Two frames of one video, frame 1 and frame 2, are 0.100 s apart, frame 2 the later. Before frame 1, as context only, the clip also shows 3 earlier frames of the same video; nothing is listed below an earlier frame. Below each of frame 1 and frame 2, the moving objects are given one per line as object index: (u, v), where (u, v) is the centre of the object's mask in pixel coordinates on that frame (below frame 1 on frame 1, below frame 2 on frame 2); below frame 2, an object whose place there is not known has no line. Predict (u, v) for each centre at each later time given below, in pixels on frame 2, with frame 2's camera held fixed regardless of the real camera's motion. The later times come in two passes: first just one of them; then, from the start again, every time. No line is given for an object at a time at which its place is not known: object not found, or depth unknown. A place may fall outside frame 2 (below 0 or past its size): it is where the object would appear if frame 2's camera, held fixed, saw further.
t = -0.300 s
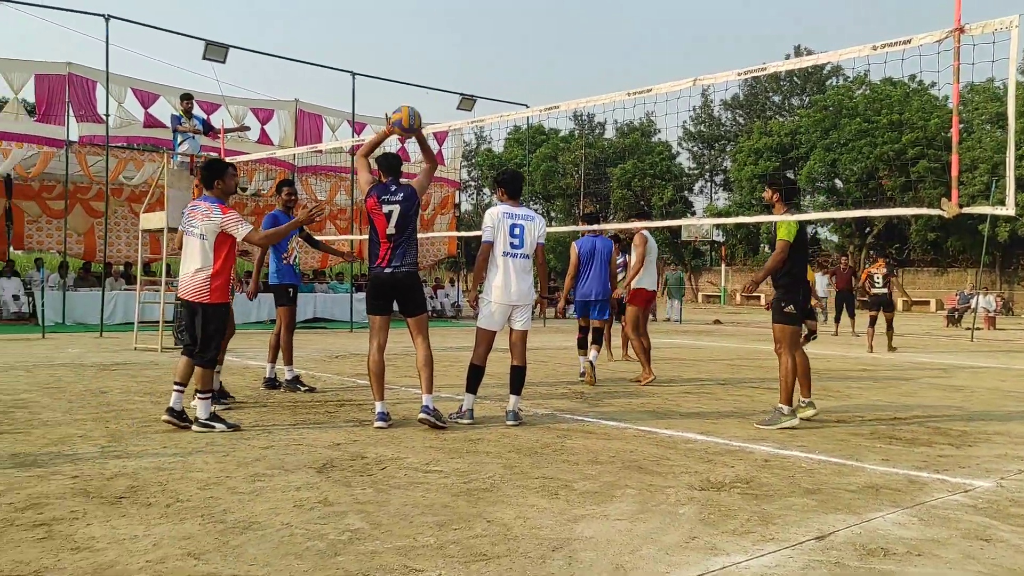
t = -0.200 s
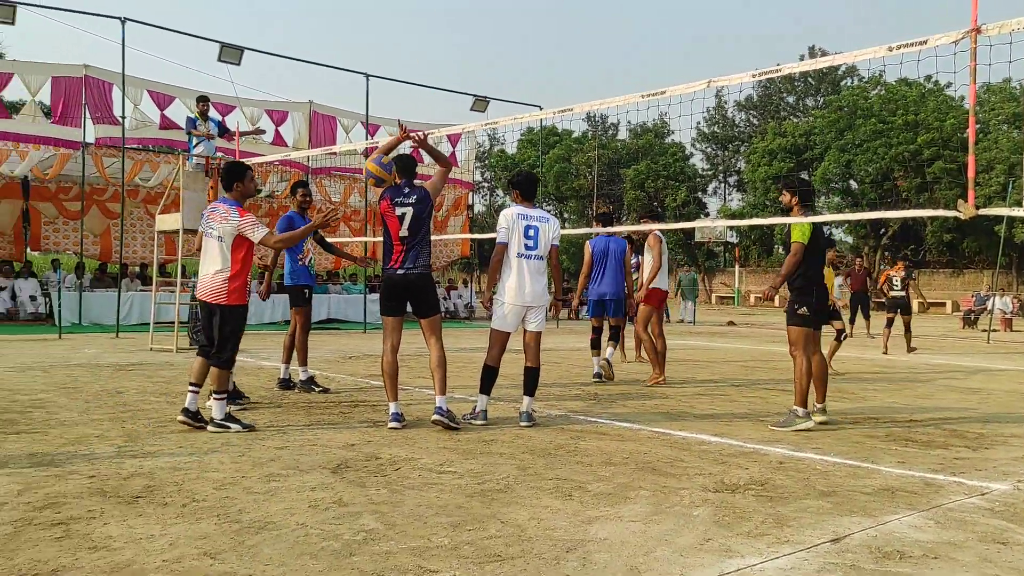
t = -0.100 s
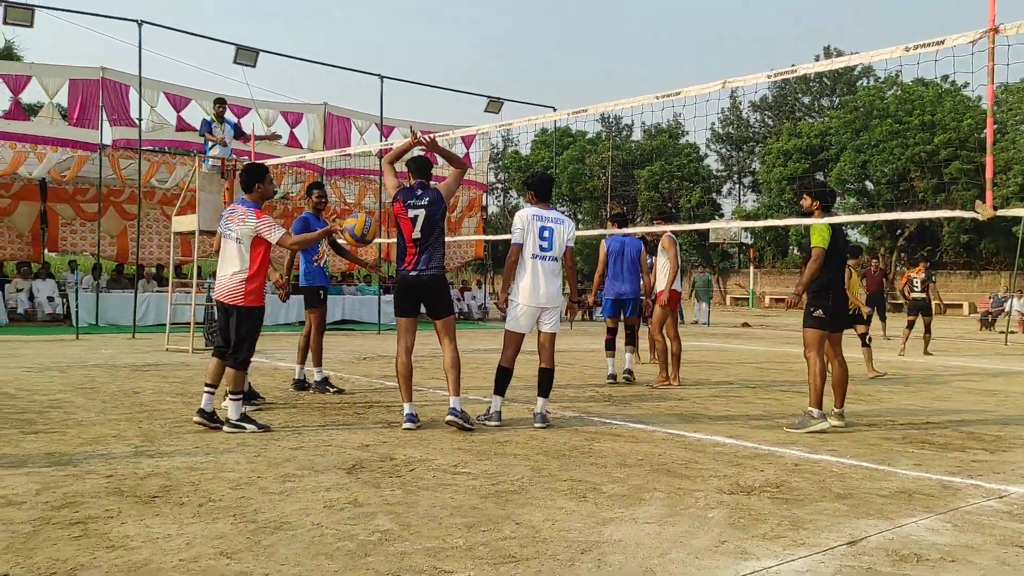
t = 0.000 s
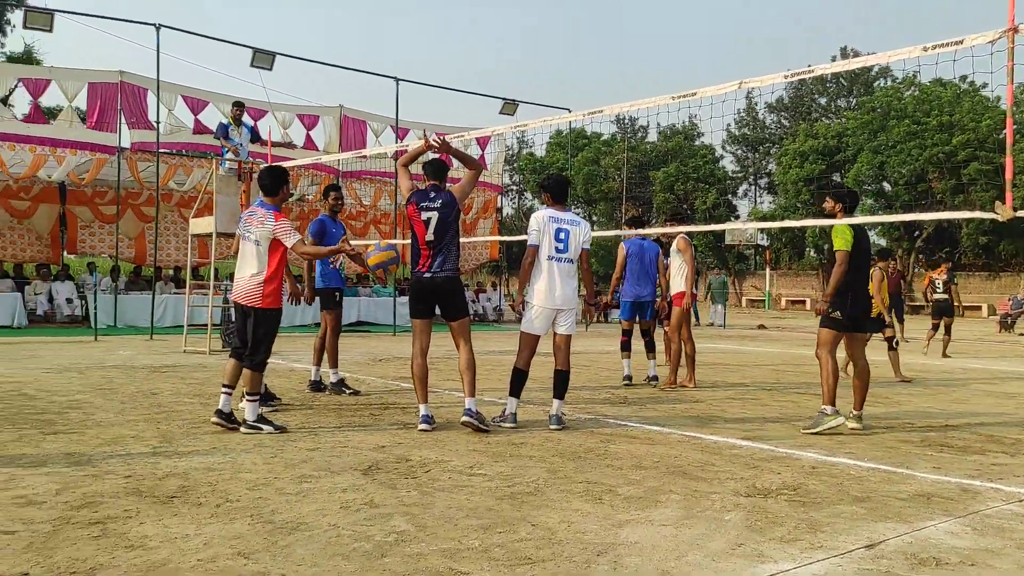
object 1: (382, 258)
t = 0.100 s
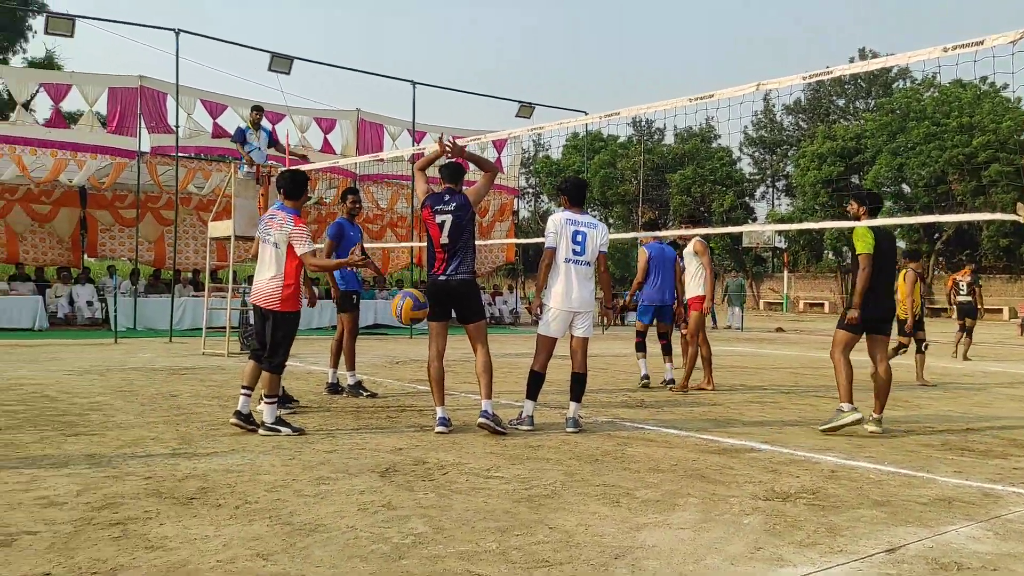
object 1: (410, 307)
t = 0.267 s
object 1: (428, 435)
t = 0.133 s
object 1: (413, 327)
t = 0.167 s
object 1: (417, 350)
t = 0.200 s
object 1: (419, 375)
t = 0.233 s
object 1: (424, 404)
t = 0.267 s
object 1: (428, 435)
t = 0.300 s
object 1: (432, 465)
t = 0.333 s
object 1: (433, 442)
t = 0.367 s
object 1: (436, 419)
